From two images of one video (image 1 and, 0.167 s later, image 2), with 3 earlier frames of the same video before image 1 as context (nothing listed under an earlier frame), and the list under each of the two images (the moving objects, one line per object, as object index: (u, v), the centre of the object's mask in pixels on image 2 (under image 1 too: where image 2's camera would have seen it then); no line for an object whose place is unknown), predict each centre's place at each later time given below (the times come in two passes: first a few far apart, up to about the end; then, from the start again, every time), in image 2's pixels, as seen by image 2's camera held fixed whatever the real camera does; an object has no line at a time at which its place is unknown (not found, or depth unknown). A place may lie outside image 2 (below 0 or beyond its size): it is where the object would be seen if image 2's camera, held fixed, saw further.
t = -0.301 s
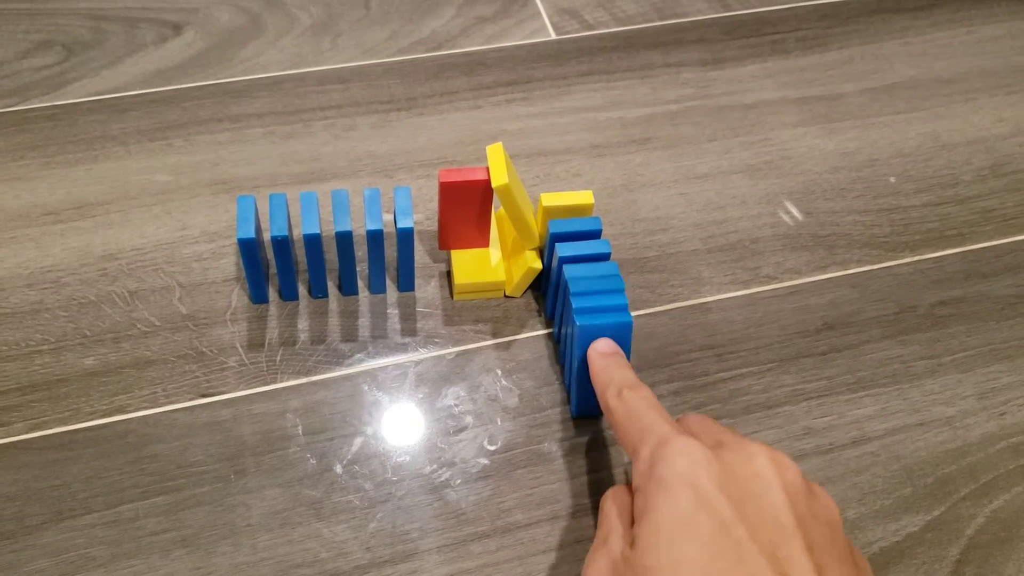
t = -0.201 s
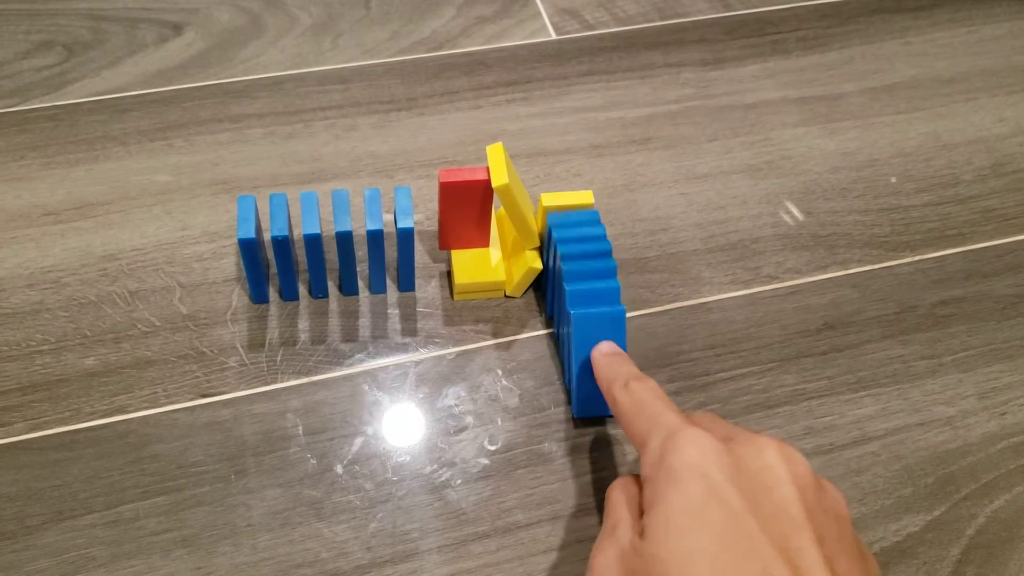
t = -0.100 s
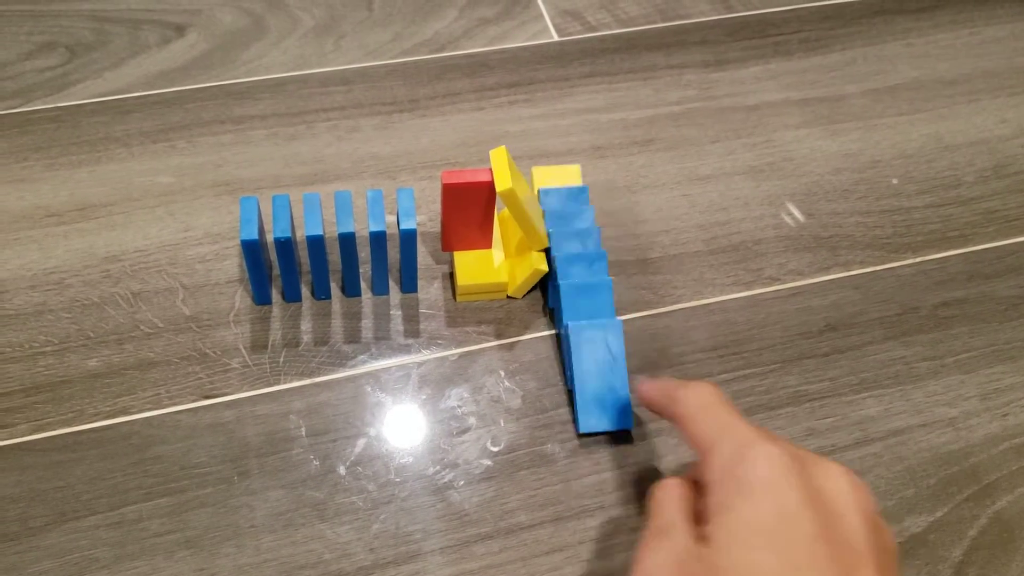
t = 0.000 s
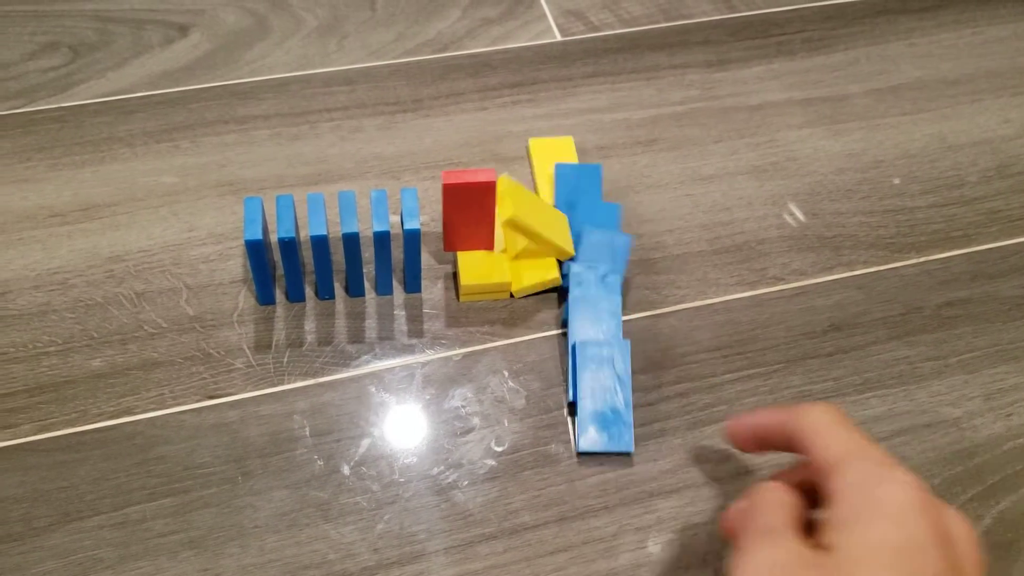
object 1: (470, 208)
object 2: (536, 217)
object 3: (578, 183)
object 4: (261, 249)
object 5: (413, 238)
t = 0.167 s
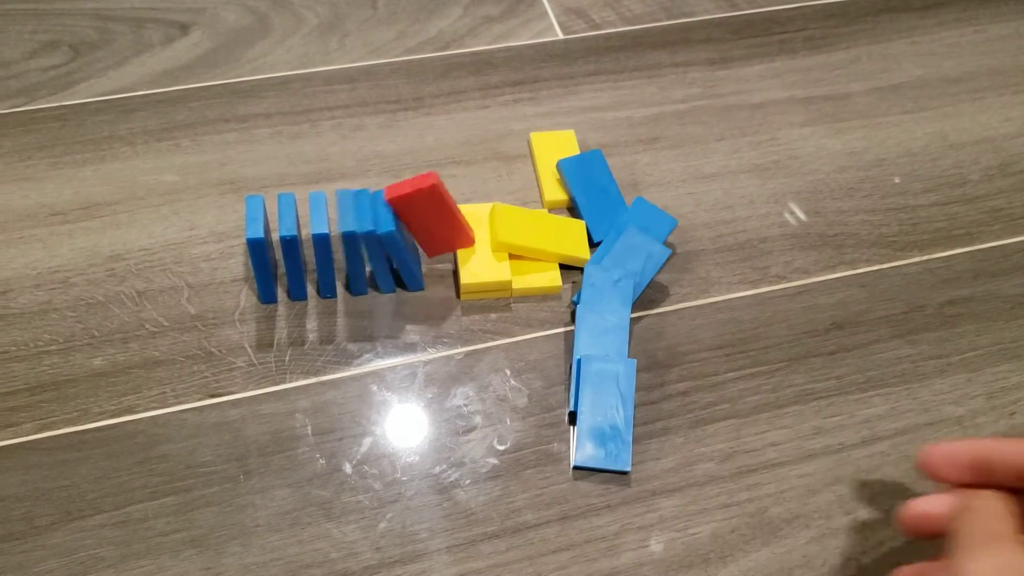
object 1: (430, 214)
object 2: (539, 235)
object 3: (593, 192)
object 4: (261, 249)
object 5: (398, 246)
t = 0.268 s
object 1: (411, 226)
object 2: (539, 235)
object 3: (592, 193)
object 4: (247, 248)
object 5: (379, 253)
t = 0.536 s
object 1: (407, 232)
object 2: (539, 235)
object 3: (593, 193)
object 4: (93, 301)
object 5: (371, 264)
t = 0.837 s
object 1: (407, 232)
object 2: (538, 235)
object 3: (592, 193)
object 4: (92, 301)
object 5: (371, 264)
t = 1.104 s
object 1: (407, 233)
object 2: (539, 235)
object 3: (593, 193)
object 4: (92, 301)
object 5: (372, 264)
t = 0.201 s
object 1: (423, 218)
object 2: (539, 235)
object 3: (592, 193)
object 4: (261, 249)
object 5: (391, 248)
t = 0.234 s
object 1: (415, 222)
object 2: (539, 235)
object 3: (593, 192)
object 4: (261, 249)
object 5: (385, 251)
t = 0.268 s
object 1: (411, 226)
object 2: (539, 235)
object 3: (592, 193)
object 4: (247, 248)
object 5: (379, 253)
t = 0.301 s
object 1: (407, 230)
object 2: (539, 235)
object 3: (593, 192)
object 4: (198, 239)
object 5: (371, 259)
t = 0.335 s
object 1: (406, 232)
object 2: (539, 235)
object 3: (593, 193)
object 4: (166, 272)
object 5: (368, 260)
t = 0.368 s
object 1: (406, 232)
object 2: (539, 235)
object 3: (593, 192)
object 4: (147, 294)
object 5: (369, 262)
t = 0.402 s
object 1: (406, 232)
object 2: (539, 235)
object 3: (592, 193)
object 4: (120, 297)
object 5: (369, 262)
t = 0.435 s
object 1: (407, 232)
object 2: (539, 235)
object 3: (593, 192)
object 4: (101, 299)
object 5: (370, 262)
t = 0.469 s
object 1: (407, 232)
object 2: (539, 236)
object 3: (593, 192)
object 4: (93, 301)
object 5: (371, 263)
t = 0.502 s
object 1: (407, 232)
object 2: (539, 236)
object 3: (593, 192)
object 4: (93, 301)
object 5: (371, 264)
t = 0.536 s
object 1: (407, 232)
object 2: (539, 235)
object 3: (593, 193)
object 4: (93, 301)
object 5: (371, 264)
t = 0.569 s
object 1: (407, 232)
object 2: (539, 235)
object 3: (593, 193)
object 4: (93, 301)
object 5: (371, 264)
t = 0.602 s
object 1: (407, 232)
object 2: (539, 236)
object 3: (592, 193)
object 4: (93, 301)
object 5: (371, 264)
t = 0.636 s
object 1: (407, 232)
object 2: (539, 236)
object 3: (593, 193)
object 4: (93, 301)
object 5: (371, 264)
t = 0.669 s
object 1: (407, 232)
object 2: (539, 236)
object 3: (592, 193)
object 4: (92, 301)
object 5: (371, 264)
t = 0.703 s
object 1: (407, 232)
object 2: (539, 236)
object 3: (592, 193)
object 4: (92, 301)
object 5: (371, 264)
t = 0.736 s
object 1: (407, 232)
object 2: (539, 235)
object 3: (592, 193)
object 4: (92, 301)
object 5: (371, 264)
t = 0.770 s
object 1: (407, 233)
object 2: (539, 235)
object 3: (592, 193)
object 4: (92, 301)
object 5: (371, 264)
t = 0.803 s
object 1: (407, 232)
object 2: (538, 235)
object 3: (593, 193)
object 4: (92, 301)
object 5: (372, 264)
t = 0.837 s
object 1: (407, 232)
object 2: (538, 235)
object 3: (592, 193)
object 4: (92, 301)
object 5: (371, 264)
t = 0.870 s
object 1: (407, 232)
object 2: (538, 235)
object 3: (593, 193)
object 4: (92, 301)
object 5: (371, 264)
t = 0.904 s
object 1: (407, 233)
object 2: (538, 235)
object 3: (593, 193)
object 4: (92, 301)
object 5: (371, 264)
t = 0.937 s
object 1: (407, 233)
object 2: (538, 235)
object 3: (593, 193)
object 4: (92, 301)
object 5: (371, 264)
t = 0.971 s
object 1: (407, 233)
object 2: (538, 235)
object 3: (593, 193)
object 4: (92, 301)
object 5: (371, 264)
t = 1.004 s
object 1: (407, 232)
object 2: (539, 235)
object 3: (593, 193)
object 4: (92, 301)
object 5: (371, 264)
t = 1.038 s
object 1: (407, 233)
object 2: (540, 235)
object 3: (593, 193)
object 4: (92, 301)
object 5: (371, 264)
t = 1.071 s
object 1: (407, 233)
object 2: (540, 235)
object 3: (593, 193)
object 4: (92, 301)
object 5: (372, 264)
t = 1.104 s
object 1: (407, 233)
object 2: (539, 235)
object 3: (593, 193)
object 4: (92, 301)
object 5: (372, 264)
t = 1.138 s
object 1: (407, 233)
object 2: (539, 235)
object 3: (593, 193)
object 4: (92, 301)
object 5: (372, 264)
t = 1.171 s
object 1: (407, 233)
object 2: (539, 235)
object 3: (593, 193)
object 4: (92, 301)
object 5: (372, 264)
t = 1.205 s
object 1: (407, 232)
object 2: (538, 235)
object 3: (593, 193)
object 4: (92, 301)
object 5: (372, 264)
